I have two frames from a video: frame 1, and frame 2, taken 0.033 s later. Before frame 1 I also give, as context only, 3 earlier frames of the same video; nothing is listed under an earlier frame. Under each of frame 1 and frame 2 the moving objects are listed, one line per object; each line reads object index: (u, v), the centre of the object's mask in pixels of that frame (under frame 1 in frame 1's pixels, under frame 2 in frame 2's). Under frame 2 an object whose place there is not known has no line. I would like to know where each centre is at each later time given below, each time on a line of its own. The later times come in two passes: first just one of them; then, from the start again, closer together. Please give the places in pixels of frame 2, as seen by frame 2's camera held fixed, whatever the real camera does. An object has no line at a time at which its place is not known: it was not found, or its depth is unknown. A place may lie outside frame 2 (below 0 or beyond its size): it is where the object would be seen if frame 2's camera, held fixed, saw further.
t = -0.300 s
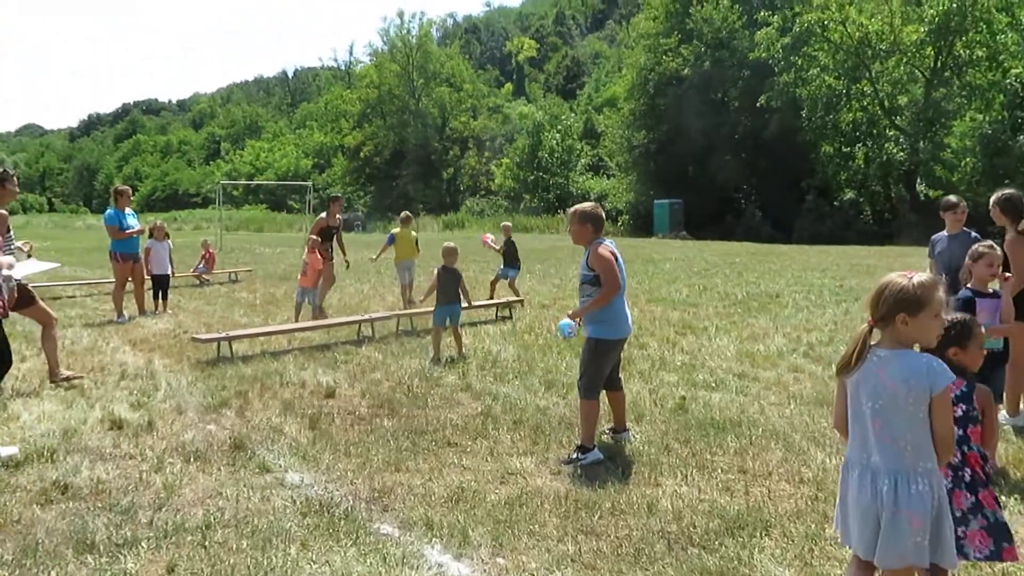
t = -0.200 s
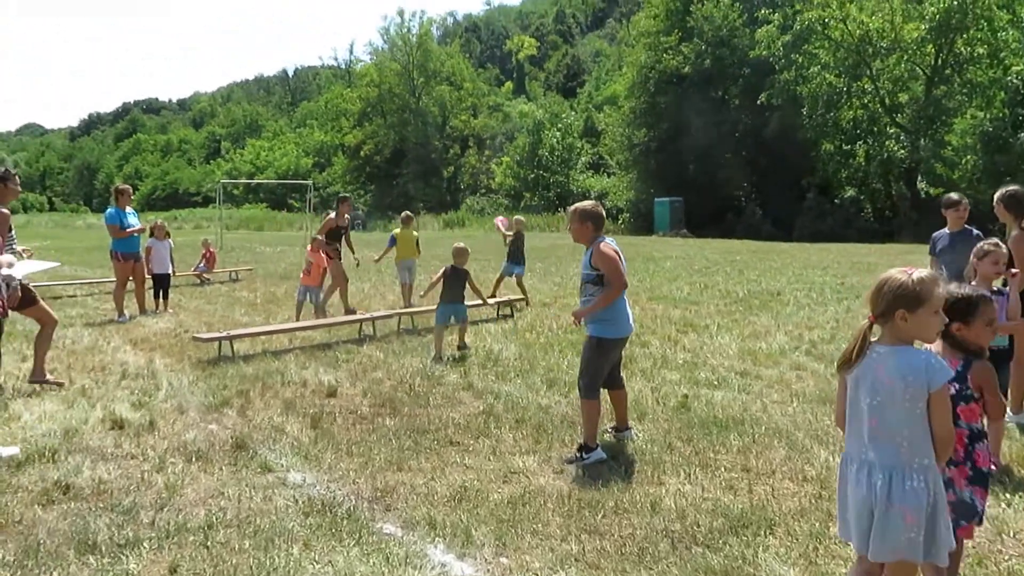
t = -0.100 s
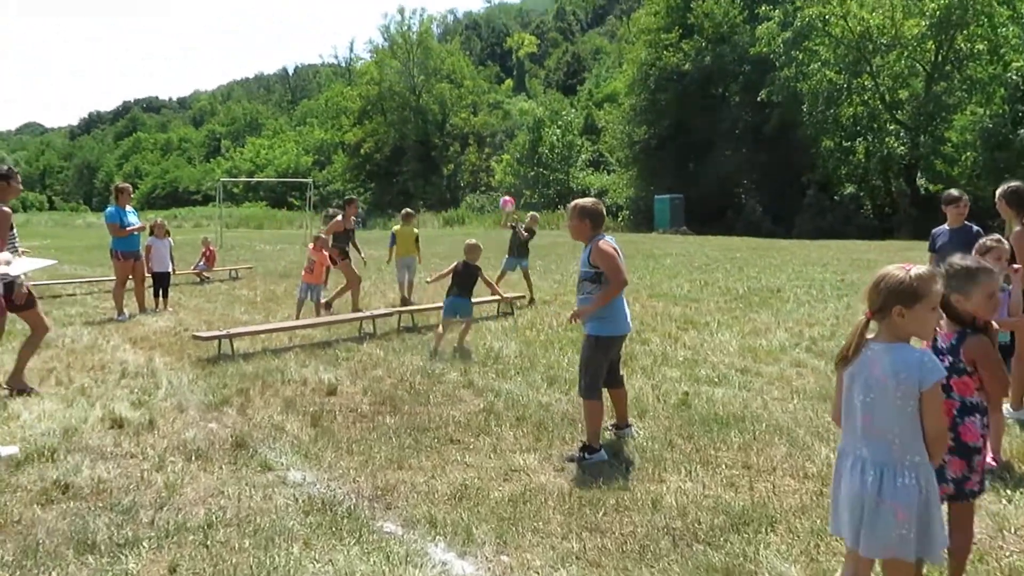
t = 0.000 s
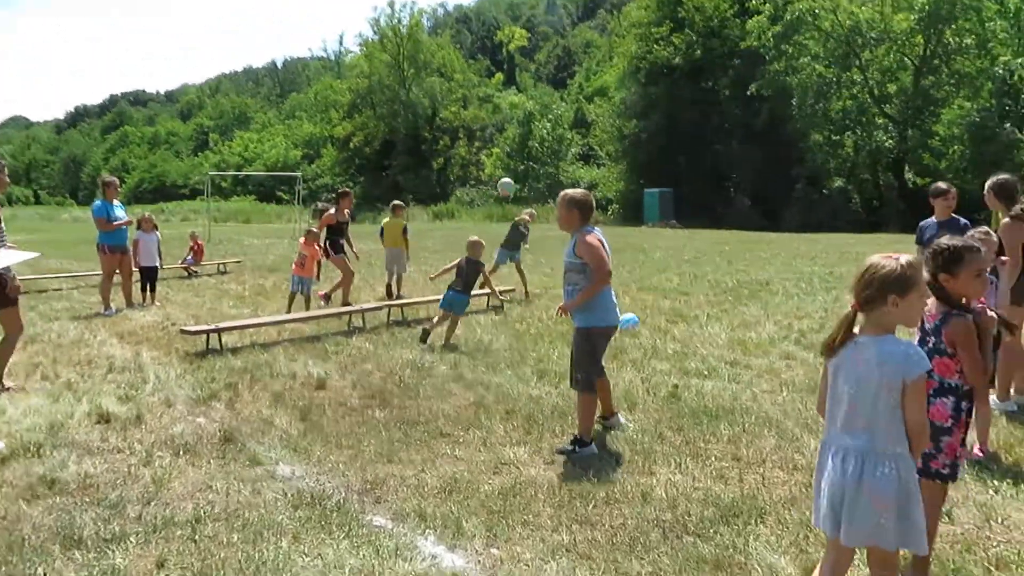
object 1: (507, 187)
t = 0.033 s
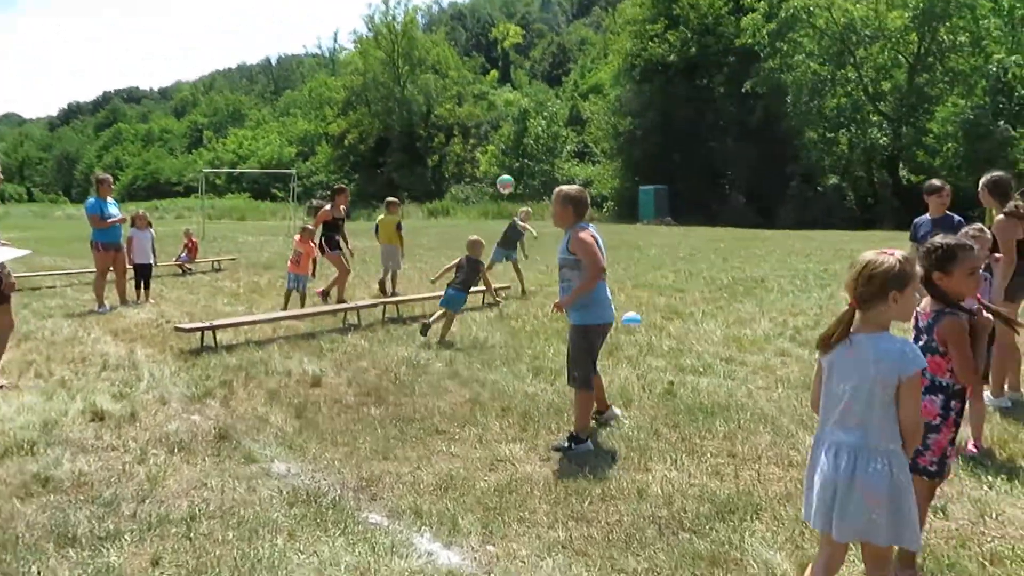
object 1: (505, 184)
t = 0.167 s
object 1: (525, 196)
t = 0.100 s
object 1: (515, 188)
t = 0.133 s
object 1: (520, 192)
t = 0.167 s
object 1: (525, 196)
